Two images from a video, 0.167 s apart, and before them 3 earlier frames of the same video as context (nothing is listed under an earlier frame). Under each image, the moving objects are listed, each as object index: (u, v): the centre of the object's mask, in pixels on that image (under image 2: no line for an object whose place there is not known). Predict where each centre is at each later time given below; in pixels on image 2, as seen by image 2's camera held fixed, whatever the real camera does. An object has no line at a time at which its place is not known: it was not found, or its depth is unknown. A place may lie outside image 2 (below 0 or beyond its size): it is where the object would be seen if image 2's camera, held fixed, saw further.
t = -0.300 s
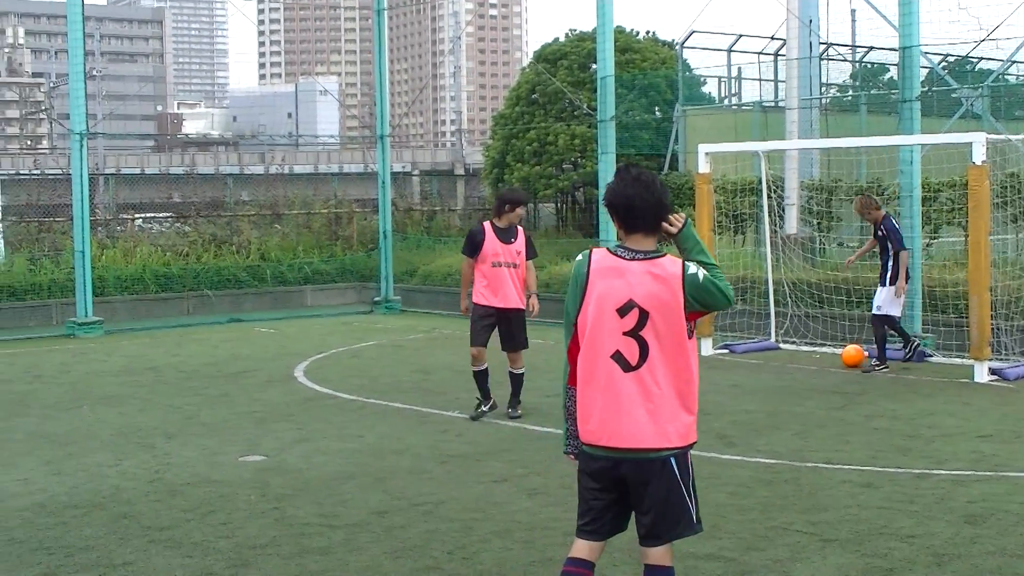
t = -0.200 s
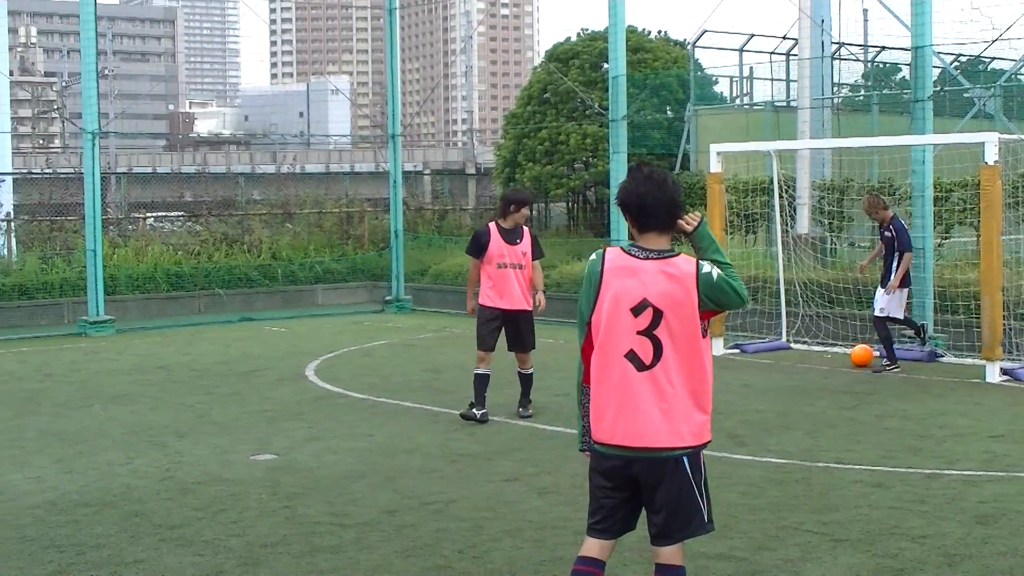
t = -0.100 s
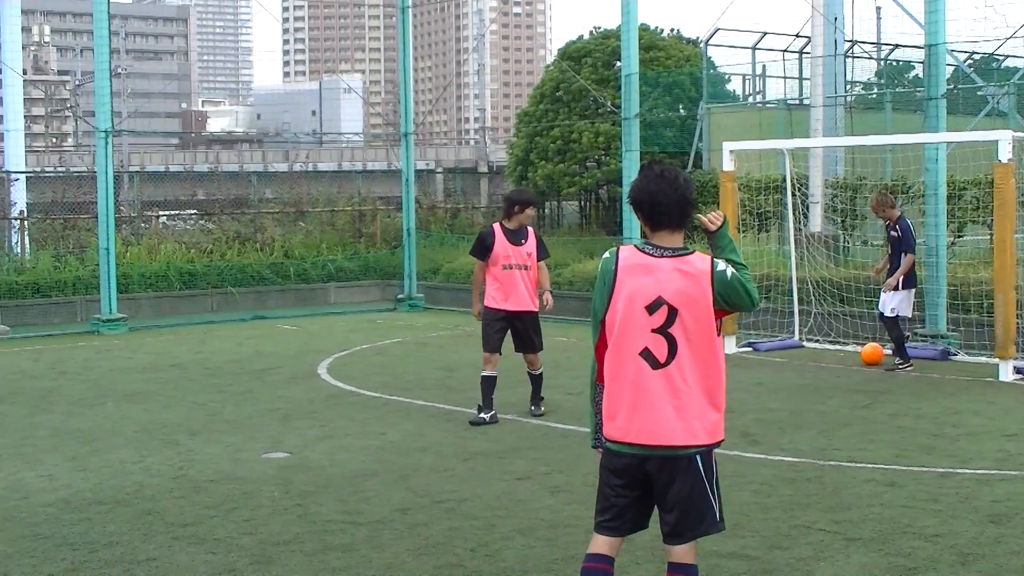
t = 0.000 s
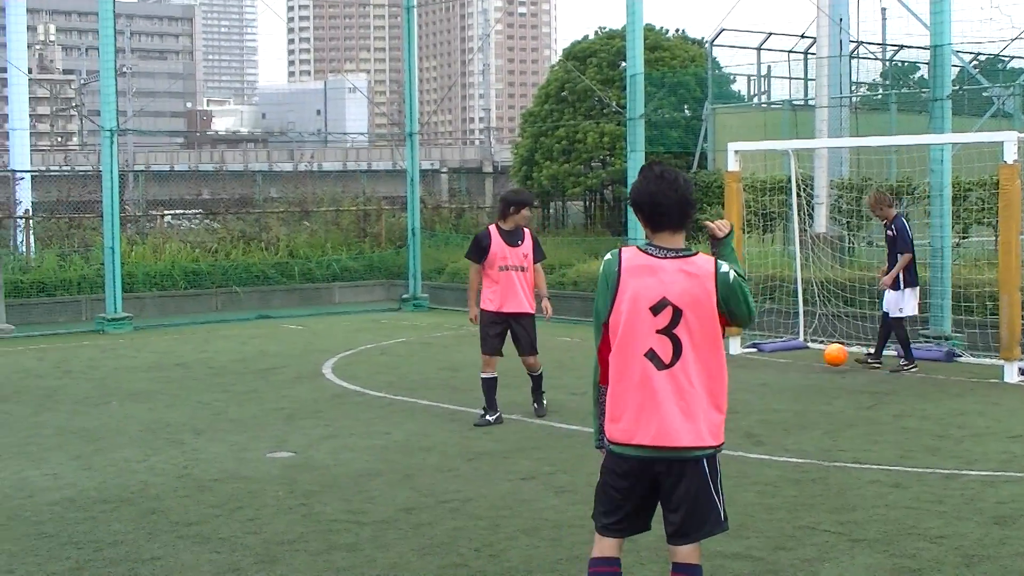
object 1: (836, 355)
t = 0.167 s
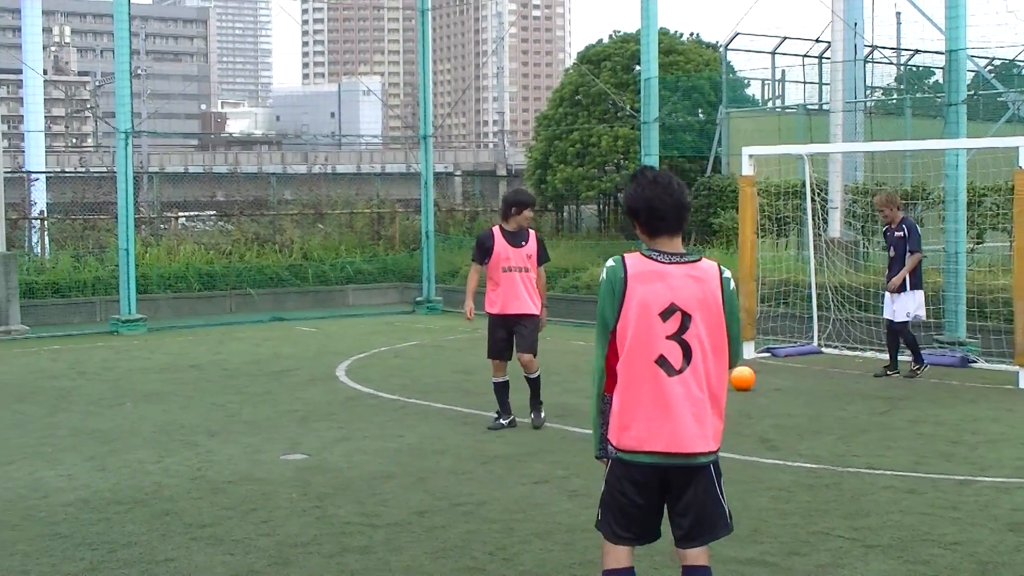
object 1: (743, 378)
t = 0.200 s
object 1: (728, 379)
